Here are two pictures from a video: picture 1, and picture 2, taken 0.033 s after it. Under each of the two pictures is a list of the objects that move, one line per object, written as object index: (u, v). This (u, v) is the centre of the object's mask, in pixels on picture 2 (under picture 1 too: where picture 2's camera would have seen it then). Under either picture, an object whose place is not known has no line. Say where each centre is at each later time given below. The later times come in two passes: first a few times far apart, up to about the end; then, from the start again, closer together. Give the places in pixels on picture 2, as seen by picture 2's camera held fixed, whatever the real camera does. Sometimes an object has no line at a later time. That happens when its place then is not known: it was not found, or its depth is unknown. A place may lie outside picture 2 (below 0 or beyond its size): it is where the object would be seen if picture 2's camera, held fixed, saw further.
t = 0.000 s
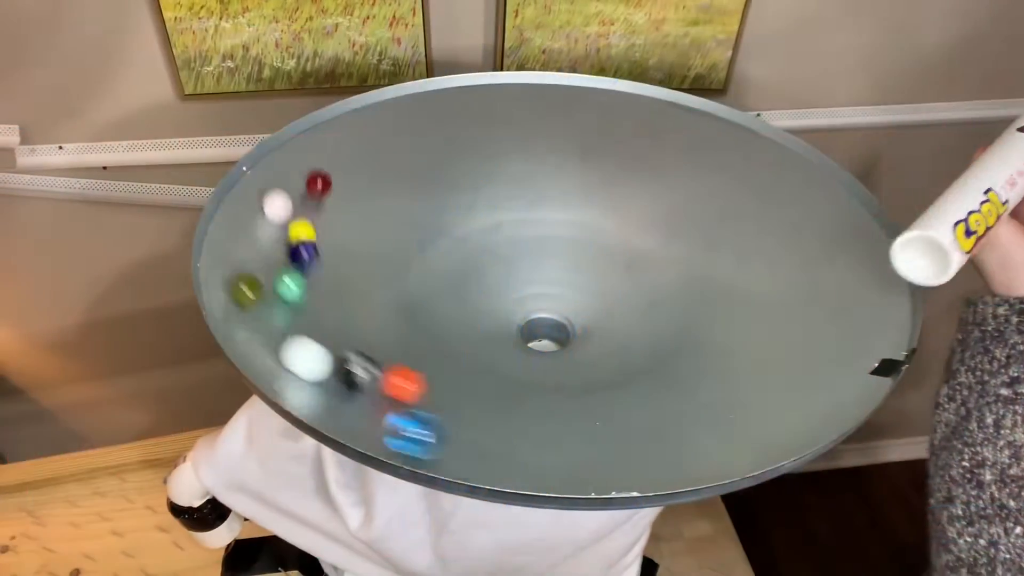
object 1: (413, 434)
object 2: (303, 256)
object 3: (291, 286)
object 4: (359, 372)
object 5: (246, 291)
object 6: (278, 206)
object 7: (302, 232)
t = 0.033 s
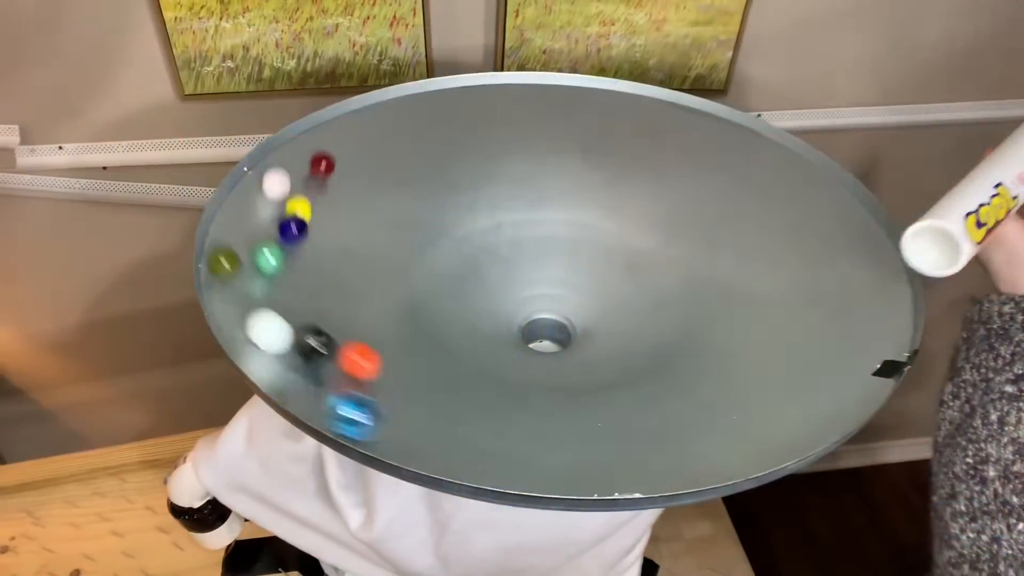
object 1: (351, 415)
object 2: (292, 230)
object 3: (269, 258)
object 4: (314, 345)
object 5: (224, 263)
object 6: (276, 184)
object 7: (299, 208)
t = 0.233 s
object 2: (315, 127)
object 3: (293, 147)
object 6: (357, 116)
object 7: (369, 142)
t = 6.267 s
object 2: (584, 237)
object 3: (562, 230)
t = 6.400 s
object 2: (652, 254)
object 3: (628, 261)
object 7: (565, 254)
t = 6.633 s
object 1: (617, 196)
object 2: (614, 348)
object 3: (592, 361)
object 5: (547, 270)
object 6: (558, 242)
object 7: (644, 316)
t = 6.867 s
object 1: (702, 320)
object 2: (453, 302)
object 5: (633, 322)
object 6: (663, 307)
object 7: (519, 355)
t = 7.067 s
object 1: (560, 395)
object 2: (471, 239)
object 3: (481, 260)
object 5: (551, 357)
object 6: (570, 366)
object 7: (463, 279)
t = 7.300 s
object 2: (598, 271)
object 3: (624, 272)
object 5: (485, 281)
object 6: (449, 287)
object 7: (552, 248)
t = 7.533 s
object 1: (414, 210)
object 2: (599, 359)
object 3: (632, 352)
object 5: (563, 256)
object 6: (531, 228)
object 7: (611, 332)
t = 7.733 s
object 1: (555, 188)
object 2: (474, 346)
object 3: (513, 359)
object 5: (596, 331)
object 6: (625, 286)
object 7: (511, 340)
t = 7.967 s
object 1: (701, 253)
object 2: (474, 257)
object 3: (489, 279)
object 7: (507, 265)
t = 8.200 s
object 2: (592, 240)
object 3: (585, 278)
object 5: (525, 272)
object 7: (608, 271)
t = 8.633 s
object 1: (418, 227)
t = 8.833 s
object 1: (535, 185)
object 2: (446, 284)
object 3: (496, 273)
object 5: (478, 308)
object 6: (581, 357)
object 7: (517, 282)
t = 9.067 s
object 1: (670, 245)
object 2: (555, 250)
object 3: (592, 295)
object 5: (547, 278)
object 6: (456, 299)
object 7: (616, 296)
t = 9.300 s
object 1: (604, 370)
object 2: (641, 316)
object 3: (542, 351)
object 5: (602, 337)
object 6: (518, 253)
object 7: (568, 354)
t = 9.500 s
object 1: (423, 319)
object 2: (551, 364)
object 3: (476, 303)
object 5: (520, 345)
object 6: (606, 301)
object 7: (497, 316)
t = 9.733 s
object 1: (450, 210)
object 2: (462, 288)
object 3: (541, 272)
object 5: (517, 276)
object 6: (534, 356)
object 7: (563, 275)
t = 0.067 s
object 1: (290, 391)
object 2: (286, 206)
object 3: (253, 230)
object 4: (282, 318)
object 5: (218, 236)
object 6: (278, 163)
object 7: (300, 187)
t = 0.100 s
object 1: (262, 359)
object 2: (285, 186)
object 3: (244, 204)
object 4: (254, 287)
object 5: (227, 220)
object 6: (284, 146)
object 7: (303, 169)
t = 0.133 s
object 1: (241, 333)
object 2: (288, 167)
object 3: (244, 180)
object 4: (244, 264)
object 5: (240, 205)
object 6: (297, 134)
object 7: (312, 155)
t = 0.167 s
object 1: (228, 302)
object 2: (294, 152)
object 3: (258, 166)
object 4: (242, 239)
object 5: (256, 190)
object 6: (316, 127)
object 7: (329, 148)
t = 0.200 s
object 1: (219, 276)
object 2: (303, 139)
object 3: (274, 158)
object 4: (250, 220)
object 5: (274, 180)
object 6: (336, 121)
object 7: (349, 145)
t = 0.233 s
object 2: (315, 127)
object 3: (293, 147)
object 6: (357, 116)
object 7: (369, 142)
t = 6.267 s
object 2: (584, 237)
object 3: (562, 230)
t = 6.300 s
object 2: (604, 238)
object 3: (581, 233)
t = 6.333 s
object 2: (622, 241)
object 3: (599, 241)
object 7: (524, 255)
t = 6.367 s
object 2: (639, 246)
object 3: (615, 249)
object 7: (545, 254)
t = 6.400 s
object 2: (652, 254)
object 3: (628, 261)
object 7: (565, 254)
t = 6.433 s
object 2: (661, 264)
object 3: (638, 275)
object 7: (586, 258)
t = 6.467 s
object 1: (496, 163)
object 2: (666, 276)
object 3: (643, 289)
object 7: (603, 263)
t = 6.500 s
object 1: (519, 165)
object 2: (667, 290)
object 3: (644, 306)
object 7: (619, 270)
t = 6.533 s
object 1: (545, 170)
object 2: (662, 306)
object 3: (640, 323)
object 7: (631, 280)
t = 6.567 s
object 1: (570, 177)
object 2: (651, 321)
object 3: (630, 338)
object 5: (507, 269)
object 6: (510, 239)
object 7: (640, 291)
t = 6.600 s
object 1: (594, 185)
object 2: (635, 335)
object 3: (614, 350)
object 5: (526, 269)
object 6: (533, 240)
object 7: (644, 304)
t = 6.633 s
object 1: (617, 196)
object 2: (614, 348)
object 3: (592, 361)
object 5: (547, 270)
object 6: (558, 242)
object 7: (644, 316)
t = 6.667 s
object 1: (639, 209)
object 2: (589, 357)
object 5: (567, 273)
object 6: (580, 247)
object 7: (638, 330)
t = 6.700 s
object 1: (659, 223)
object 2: (563, 359)
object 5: (586, 277)
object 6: (601, 253)
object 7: (627, 341)
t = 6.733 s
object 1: (676, 241)
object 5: (603, 284)
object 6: (621, 261)
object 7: (610, 352)
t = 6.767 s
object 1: (690, 259)
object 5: (616, 293)
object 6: (636, 271)
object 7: (590, 359)
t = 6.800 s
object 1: (700, 279)
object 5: (626, 302)
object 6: (649, 282)
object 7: (568, 361)
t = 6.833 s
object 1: (704, 300)
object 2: (466, 318)
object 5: (632, 311)
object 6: (658, 294)
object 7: (543, 360)
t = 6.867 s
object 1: (702, 320)
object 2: (453, 302)
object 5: (633, 322)
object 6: (663, 307)
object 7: (519, 355)
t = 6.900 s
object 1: (695, 341)
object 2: (443, 287)
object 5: (629, 332)
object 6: (661, 322)
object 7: (499, 346)
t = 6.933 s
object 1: (678, 357)
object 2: (439, 272)
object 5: (621, 341)
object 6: (654, 336)
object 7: (482, 333)
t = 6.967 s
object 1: (658, 372)
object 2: (441, 261)
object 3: (442, 282)
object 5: (607, 347)
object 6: (640, 348)
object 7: (470, 320)
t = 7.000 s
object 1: (630, 385)
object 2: (447, 252)
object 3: (451, 273)
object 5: (592, 352)
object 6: (620, 357)
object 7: (463, 305)
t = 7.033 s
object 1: (599, 392)
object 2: (457, 244)
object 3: (464, 266)
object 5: (572, 355)
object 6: (595, 363)
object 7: (461, 291)
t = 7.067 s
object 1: (560, 395)
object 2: (471, 239)
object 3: (481, 260)
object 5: (551, 357)
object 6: (570, 366)
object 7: (463, 279)
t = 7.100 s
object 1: (525, 394)
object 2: (486, 236)
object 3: (499, 256)
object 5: (530, 347)
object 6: (542, 365)
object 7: (469, 267)
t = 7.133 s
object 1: (491, 388)
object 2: (504, 235)
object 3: (520, 254)
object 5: (514, 339)
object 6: (516, 359)
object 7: (478, 258)
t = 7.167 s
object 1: (458, 379)
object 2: (522, 238)
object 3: (543, 252)
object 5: (500, 330)
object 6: (492, 349)
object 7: (490, 251)
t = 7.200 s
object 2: (542, 243)
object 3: (565, 254)
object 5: (489, 320)
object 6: (473, 335)
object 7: (504, 246)
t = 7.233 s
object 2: (562, 250)
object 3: (586, 259)
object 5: (483, 308)
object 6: (460, 319)
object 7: (519, 244)
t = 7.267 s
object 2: (581, 259)
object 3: (606, 264)
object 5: (482, 294)
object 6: (451, 303)
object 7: (536, 245)
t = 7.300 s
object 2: (598, 271)
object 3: (624, 272)
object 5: (485, 281)
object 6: (449, 287)
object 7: (552, 248)
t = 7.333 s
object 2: (612, 284)
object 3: (638, 281)
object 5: (492, 270)
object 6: (450, 271)
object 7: (568, 254)
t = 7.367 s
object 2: (622, 298)
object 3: (649, 292)
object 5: (501, 261)
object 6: (457, 256)
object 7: (583, 263)
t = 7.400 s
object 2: (628, 313)
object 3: (655, 304)
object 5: (512, 255)
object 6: (467, 245)
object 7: (597, 275)
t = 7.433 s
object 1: (371, 250)
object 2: (628, 327)
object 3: (658, 316)
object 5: (524, 251)
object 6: (480, 236)
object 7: (607, 288)
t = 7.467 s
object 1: (382, 235)
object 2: (623, 340)
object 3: (654, 330)
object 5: (537, 250)
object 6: (495, 230)
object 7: (614, 303)
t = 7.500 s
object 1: (396, 222)
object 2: (613, 351)
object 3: (646, 341)
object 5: (550, 252)
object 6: (512, 228)
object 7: (615, 318)
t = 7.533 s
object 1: (414, 210)
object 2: (599, 359)
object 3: (632, 352)
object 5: (563, 256)
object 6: (531, 228)
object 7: (611, 332)
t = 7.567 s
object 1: (433, 203)
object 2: (583, 366)
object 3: (613, 360)
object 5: (575, 264)
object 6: (549, 231)
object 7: (600, 342)
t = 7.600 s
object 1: (454, 196)
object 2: (562, 368)
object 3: (591, 365)
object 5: (585, 274)
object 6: (567, 237)
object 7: (586, 347)
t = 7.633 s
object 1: (477, 190)
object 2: (539, 368)
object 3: (571, 368)
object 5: (594, 286)
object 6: (586, 246)
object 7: (568, 350)
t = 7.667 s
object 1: (503, 188)
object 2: (515, 363)
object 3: (552, 367)
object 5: (599, 300)
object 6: (602, 258)
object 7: (548, 350)
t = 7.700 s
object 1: (529, 187)
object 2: (493, 356)
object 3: (531, 365)
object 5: (601, 316)
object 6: (615, 271)
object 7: (526, 347)
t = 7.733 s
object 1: (555, 188)
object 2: (474, 346)
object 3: (513, 359)
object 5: (596, 331)
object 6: (625, 286)
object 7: (511, 340)
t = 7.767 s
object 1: (581, 190)
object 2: (461, 334)
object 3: (498, 350)
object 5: (586, 343)
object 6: (630, 302)
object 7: (498, 329)
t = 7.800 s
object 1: (605, 196)
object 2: (452, 321)
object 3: (485, 339)
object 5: (572, 350)
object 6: (628, 316)
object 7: (488, 318)
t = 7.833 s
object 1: (629, 203)
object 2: (448, 306)
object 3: (476, 328)
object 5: (556, 351)
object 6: (622, 330)
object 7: (484, 307)
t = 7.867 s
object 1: (650, 213)
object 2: (449, 294)
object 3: (472, 315)
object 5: (538, 350)
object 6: (610, 342)
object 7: (485, 294)
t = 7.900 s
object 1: (670, 223)
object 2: (454, 281)
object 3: (473, 301)
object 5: (523, 347)
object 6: (595, 349)
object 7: (489, 283)
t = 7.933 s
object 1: (687, 238)
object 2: (463, 269)
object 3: (478, 290)
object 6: (576, 355)
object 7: (496, 273)
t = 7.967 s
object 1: (701, 253)
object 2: (474, 257)
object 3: (489, 279)
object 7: (507, 265)
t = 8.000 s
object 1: (711, 271)
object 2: (488, 248)
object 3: (500, 271)
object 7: (519, 259)
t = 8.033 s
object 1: (716, 290)
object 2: (505, 240)
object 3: (513, 265)
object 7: (535, 254)
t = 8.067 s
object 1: (716, 309)
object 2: (522, 235)
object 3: (528, 262)
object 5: (485, 309)
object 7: (551, 253)
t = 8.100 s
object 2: (540, 232)
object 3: (543, 262)
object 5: (490, 298)
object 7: (567, 253)
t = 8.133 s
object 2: (558, 232)
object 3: (558, 264)
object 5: (499, 287)
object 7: (582, 256)
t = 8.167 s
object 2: (576, 235)
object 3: (573, 269)
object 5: (511, 279)
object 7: (596, 263)
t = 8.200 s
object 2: (592, 240)
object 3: (585, 278)
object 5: (525, 272)
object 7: (608, 271)
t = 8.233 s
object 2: (607, 248)
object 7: (618, 280)
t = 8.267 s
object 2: (620, 259)
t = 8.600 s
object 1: (407, 241)
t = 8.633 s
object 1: (418, 227)
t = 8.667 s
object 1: (433, 214)
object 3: (467, 311)
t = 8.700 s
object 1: (450, 203)
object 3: (465, 301)
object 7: (486, 316)
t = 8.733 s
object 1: (469, 195)
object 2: (450, 320)
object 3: (468, 292)
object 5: (500, 337)
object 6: (633, 328)
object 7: (488, 306)
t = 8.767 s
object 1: (491, 190)
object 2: (444, 307)
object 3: (474, 284)
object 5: (489, 328)
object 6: (620, 341)
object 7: (494, 298)
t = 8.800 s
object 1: (513, 186)
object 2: (443, 295)
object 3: (483, 277)
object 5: (481, 318)
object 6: (602, 351)
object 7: (504, 289)
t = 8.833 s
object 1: (535, 185)
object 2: (446, 284)
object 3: (496, 273)
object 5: (478, 308)
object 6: (581, 357)
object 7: (517, 282)
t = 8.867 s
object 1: (559, 186)
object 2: (454, 274)
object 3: (509, 268)
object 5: (479, 300)
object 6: (556, 359)
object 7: (531, 277)
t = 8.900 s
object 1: (581, 190)
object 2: (465, 265)
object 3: (525, 267)
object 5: (483, 292)
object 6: (531, 357)
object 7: (548, 275)
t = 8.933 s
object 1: (602, 195)
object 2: (479, 258)
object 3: (541, 268)
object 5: (492, 285)
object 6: (507, 349)
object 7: (564, 274)
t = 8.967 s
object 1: (622, 204)
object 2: (496, 253)
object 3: (557, 272)
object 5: (502, 280)
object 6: (487, 338)
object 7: (580, 276)
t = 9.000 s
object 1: (641, 215)
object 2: (515, 250)
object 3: (571, 278)
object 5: (516, 277)
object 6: (472, 326)
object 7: (594, 280)
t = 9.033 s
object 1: (657, 228)
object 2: (535, 249)
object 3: (583, 285)
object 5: (531, 277)
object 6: (461, 312)
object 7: (607, 287)
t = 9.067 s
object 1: (670, 245)
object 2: (555, 250)
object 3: (592, 295)
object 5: (547, 278)
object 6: (456, 299)
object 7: (616, 296)
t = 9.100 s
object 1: (679, 263)
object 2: (575, 254)
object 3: (598, 307)
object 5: (564, 282)
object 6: (455, 288)
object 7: (622, 305)
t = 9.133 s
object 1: (684, 282)
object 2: (594, 261)
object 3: (600, 319)
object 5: (578, 289)
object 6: (457, 277)
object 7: (623, 316)
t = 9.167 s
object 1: (684, 304)
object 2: (611, 269)
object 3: (597, 330)
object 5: (591, 297)
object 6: (464, 269)
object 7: (621, 326)
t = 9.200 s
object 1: (676, 325)
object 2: (624, 278)
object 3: (589, 339)
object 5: (601, 306)
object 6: (475, 261)
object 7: (614, 336)
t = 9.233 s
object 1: (661, 344)
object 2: (634, 290)
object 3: (576, 346)
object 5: (606, 317)
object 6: (487, 256)
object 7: (602, 344)
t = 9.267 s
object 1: (635, 359)
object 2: (640, 303)
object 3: (560, 351)
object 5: (606, 327)
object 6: (501, 254)
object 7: (586, 351)
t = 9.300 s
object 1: (604, 370)
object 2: (641, 316)
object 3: (542, 351)
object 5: (602, 337)
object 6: (518, 253)
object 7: (568, 354)
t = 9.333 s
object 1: (570, 374)
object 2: (638, 329)
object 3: (525, 348)
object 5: (594, 345)
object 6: (536, 256)
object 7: (550, 354)
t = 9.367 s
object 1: (534, 374)
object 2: (628, 341)
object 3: (509, 342)
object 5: (582, 350)
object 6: (554, 260)
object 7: (533, 349)
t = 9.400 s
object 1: (499, 367)
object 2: (613, 352)
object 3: (495, 334)
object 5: (568, 354)
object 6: (572, 268)
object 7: (519, 342)
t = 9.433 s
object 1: (467, 353)
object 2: (596, 358)
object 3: (485, 325)
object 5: (552, 354)
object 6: (588, 277)
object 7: (507, 336)
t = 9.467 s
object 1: (441, 337)
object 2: (573, 363)
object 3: (478, 314)
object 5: (535, 351)
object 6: (599, 288)
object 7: (501, 326)
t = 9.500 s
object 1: (423, 319)
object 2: (551, 364)
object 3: (476, 303)
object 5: (520, 345)
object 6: (606, 301)
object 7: (497, 316)
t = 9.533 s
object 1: (411, 300)
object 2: (528, 360)
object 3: (477, 293)
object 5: (508, 337)
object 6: (608, 315)
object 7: (499, 305)
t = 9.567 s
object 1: (405, 279)
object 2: (506, 352)
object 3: (482, 285)
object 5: (500, 326)
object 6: (606, 328)
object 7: (504, 295)
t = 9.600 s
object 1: (405, 262)
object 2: (488, 342)
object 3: (490, 279)
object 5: (495, 315)
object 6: (598, 340)
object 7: (513, 287)
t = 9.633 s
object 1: (411, 245)
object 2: (474, 329)
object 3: (500, 273)
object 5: (496, 303)
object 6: (586, 349)
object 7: (524, 280)
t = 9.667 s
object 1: (420, 231)
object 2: (465, 315)
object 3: (513, 271)
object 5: (500, 293)
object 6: (570, 354)
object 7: (536, 276)
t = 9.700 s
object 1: (434, 219)
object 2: (461, 301)
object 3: (528, 271)
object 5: (508, 283)
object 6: (552, 357)
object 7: (550, 274)
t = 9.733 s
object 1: (450, 210)
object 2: (462, 288)
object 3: (541, 272)
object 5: (517, 276)
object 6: (534, 356)
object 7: (563, 275)
